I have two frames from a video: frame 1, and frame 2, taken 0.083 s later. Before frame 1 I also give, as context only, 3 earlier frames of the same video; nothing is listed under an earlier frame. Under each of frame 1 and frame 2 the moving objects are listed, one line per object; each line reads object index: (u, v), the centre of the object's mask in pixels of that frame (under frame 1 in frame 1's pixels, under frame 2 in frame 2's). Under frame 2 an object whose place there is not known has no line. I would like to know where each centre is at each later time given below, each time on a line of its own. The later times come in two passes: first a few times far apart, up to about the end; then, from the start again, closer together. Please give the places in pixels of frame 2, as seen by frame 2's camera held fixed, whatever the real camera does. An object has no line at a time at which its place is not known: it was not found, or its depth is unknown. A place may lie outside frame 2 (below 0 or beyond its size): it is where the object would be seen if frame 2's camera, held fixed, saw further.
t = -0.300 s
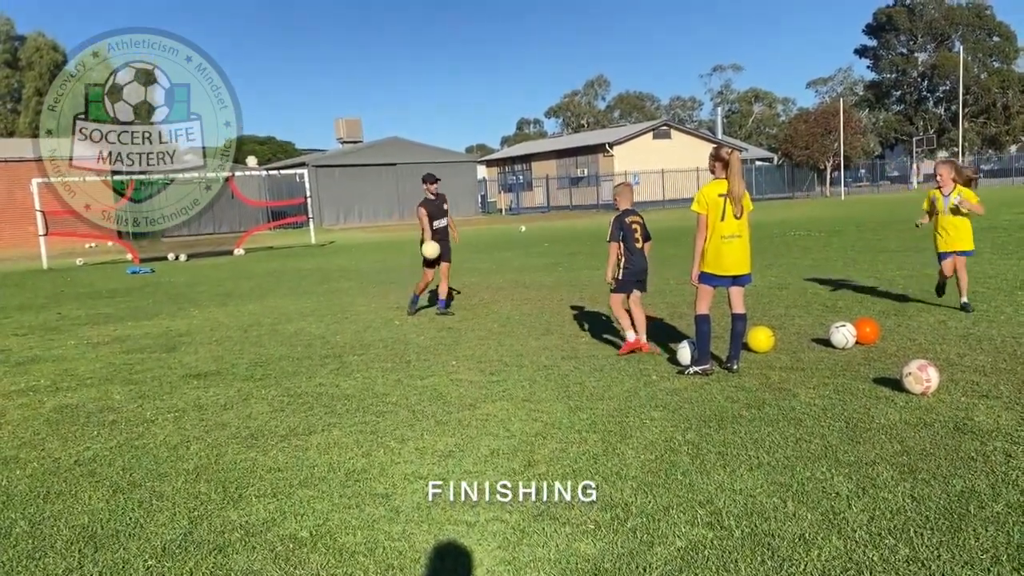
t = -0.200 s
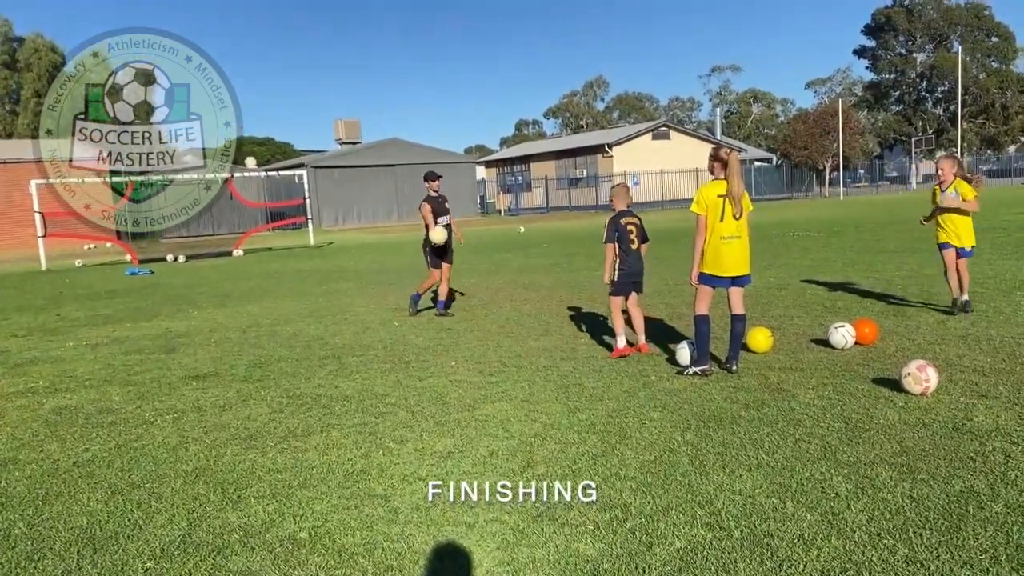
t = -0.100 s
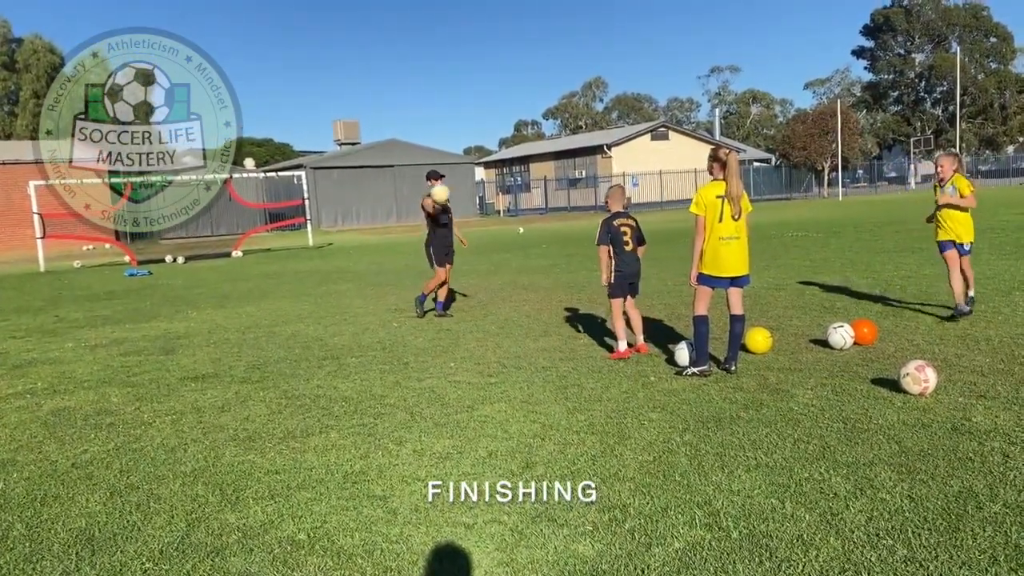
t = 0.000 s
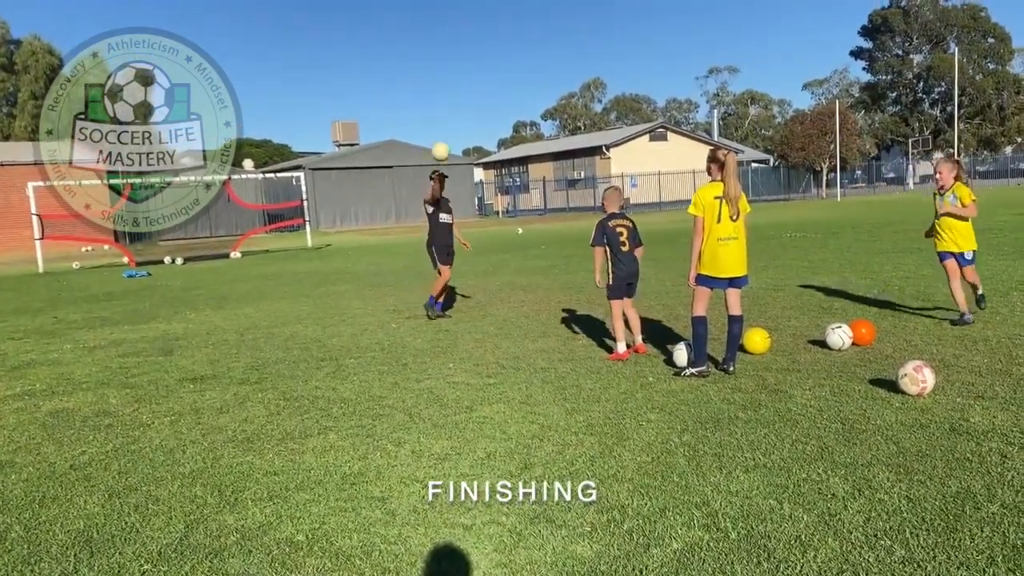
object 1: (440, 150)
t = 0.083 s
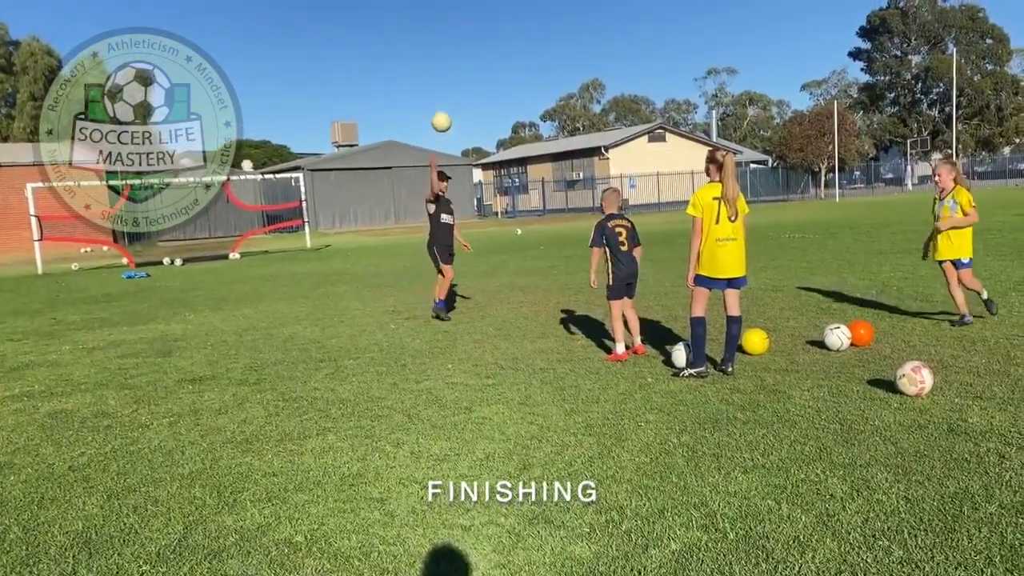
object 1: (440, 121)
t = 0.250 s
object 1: (446, 77)
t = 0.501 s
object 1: (459, 60)
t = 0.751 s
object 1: (477, 109)
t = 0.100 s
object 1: (441, 115)
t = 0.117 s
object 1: (441, 110)
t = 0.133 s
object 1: (442, 105)
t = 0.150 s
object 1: (442, 100)
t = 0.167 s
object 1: (443, 96)
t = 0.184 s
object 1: (443, 91)
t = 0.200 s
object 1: (444, 87)
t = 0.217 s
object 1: (445, 84)
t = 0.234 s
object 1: (445, 80)
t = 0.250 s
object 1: (446, 77)
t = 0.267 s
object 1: (446, 74)
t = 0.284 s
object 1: (447, 71)
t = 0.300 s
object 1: (448, 68)
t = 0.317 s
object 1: (449, 66)
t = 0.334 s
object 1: (449, 64)
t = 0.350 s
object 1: (450, 62)
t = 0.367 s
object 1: (451, 61)
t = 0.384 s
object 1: (452, 60)
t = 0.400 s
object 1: (453, 59)
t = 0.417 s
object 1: (454, 59)
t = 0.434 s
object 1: (454, 58)
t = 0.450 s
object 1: (456, 58)
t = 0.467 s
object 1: (457, 59)
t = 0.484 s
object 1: (458, 59)
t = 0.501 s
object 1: (459, 60)
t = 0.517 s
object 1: (460, 62)
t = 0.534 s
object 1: (461, 63)
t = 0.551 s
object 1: (462, 65)
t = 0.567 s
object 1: (463, 67)
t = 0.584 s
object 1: (464, 69)
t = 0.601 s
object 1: (465, 72)
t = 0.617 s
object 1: (466, 75)
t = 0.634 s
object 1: (468, 78)
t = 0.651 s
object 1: (469, 81)
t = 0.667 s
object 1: (470, 85)
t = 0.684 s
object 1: (472, 89)
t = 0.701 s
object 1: (473, 94)
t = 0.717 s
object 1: (475, 98)
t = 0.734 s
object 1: (476, 103)
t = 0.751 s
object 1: (477, 109)
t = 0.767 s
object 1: (479, 115)
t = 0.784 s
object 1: (480, 121)
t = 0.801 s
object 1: (482, 127)
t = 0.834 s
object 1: (485, 140)
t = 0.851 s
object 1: (487, 148)
